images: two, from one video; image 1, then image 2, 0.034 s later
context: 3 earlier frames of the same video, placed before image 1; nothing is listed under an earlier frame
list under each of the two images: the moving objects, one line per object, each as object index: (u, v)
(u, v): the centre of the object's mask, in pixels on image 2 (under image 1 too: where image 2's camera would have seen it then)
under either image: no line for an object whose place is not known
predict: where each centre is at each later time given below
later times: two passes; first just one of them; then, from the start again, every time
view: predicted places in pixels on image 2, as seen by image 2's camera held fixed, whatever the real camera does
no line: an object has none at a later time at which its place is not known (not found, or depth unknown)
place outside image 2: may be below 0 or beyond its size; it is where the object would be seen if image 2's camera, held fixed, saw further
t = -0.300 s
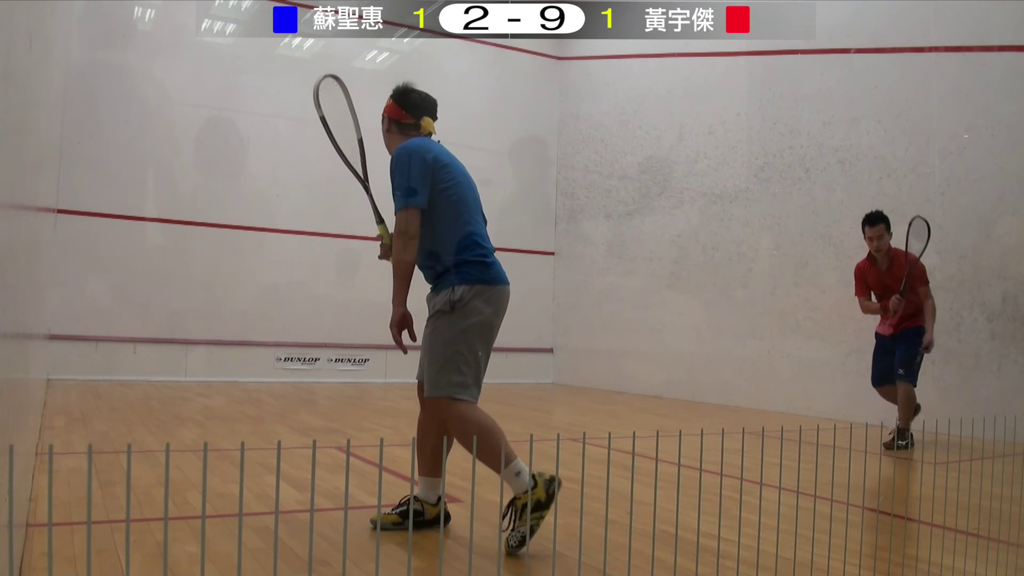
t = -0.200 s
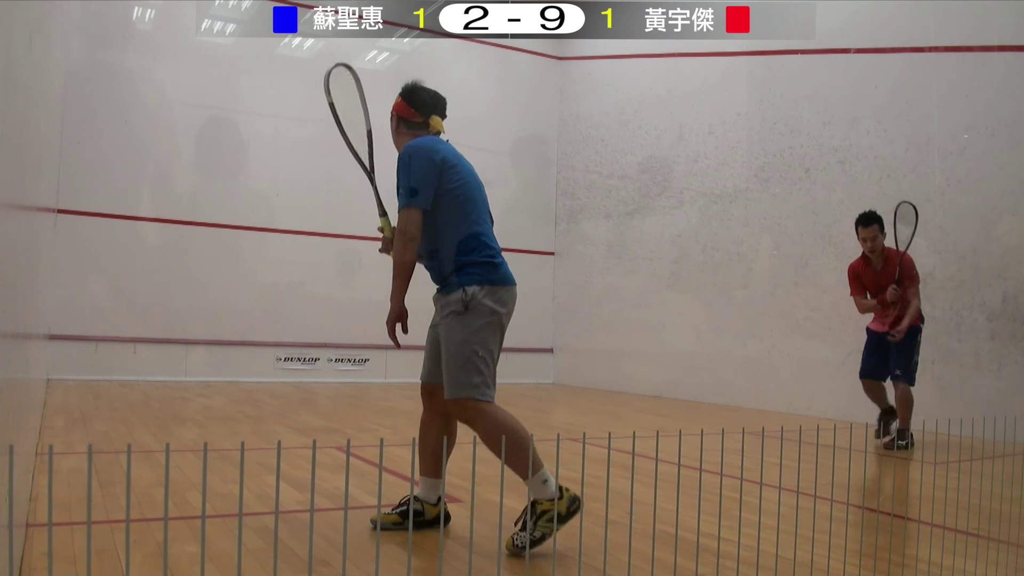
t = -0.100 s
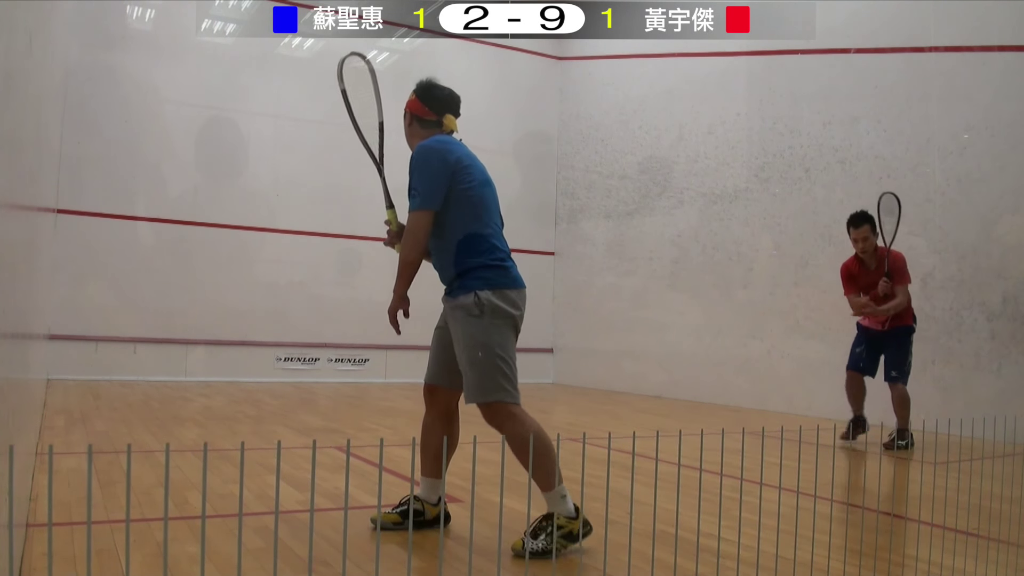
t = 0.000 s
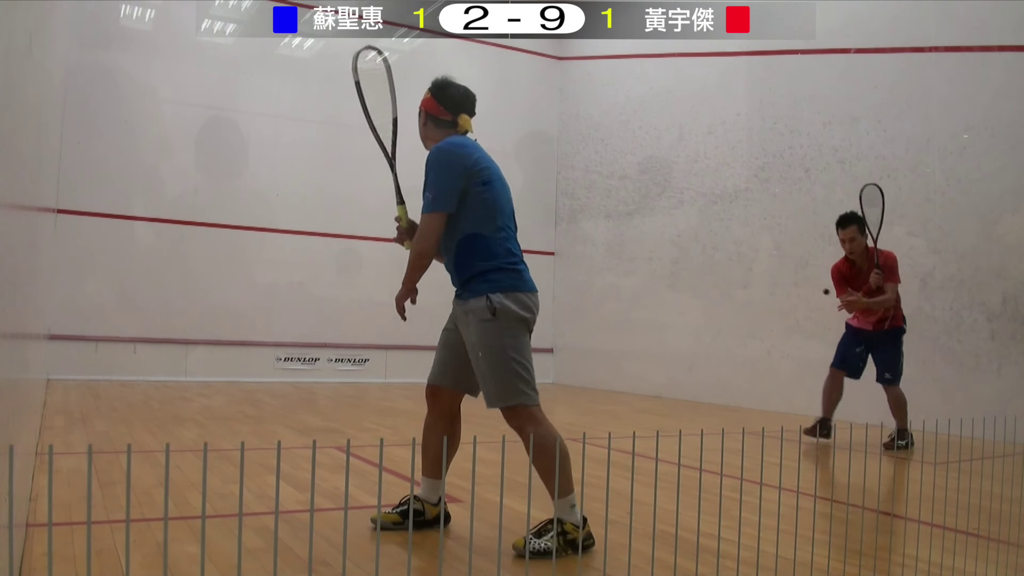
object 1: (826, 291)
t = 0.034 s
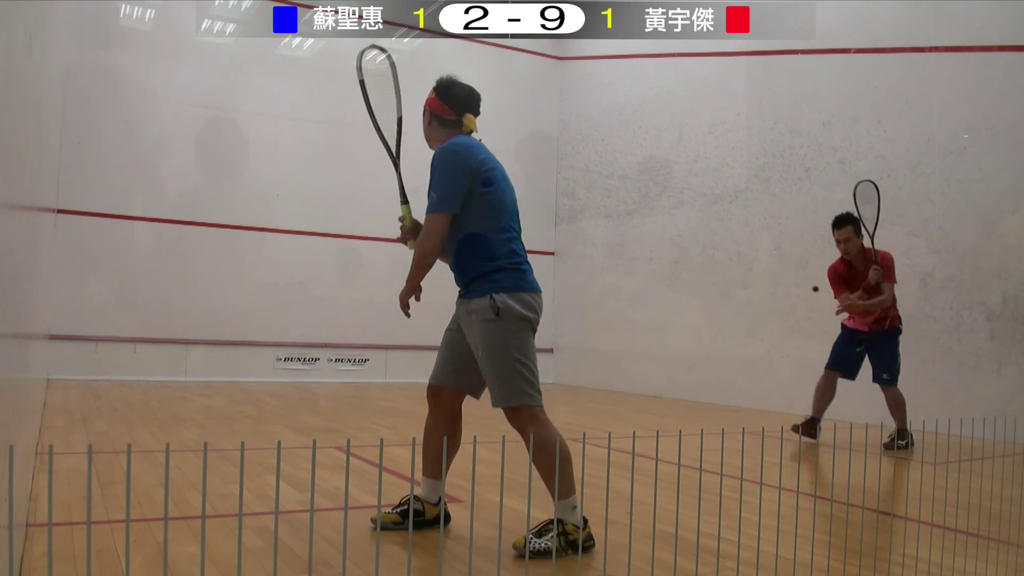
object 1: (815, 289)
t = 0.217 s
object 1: (755, 304)
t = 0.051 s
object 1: (810, 288)
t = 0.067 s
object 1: (804, 288)
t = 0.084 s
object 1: (799, 288)
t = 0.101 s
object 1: (793, 288)
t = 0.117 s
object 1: (788, 289)
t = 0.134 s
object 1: (783, 290)
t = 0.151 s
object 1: (777, 292)
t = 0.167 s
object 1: (772, 295)
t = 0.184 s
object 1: (766, 297)
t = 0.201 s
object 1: (760, 300)
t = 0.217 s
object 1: (755, 304)
